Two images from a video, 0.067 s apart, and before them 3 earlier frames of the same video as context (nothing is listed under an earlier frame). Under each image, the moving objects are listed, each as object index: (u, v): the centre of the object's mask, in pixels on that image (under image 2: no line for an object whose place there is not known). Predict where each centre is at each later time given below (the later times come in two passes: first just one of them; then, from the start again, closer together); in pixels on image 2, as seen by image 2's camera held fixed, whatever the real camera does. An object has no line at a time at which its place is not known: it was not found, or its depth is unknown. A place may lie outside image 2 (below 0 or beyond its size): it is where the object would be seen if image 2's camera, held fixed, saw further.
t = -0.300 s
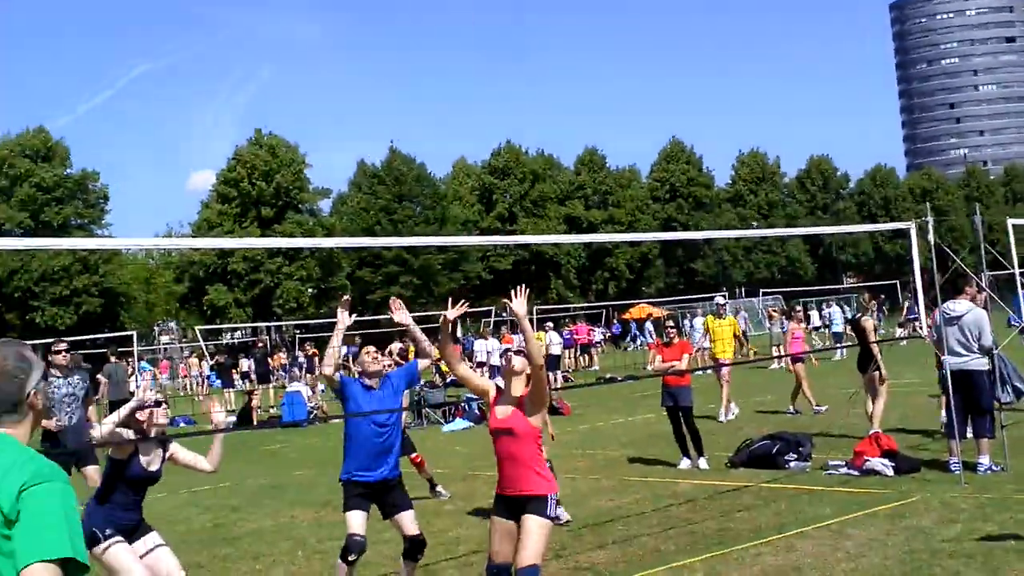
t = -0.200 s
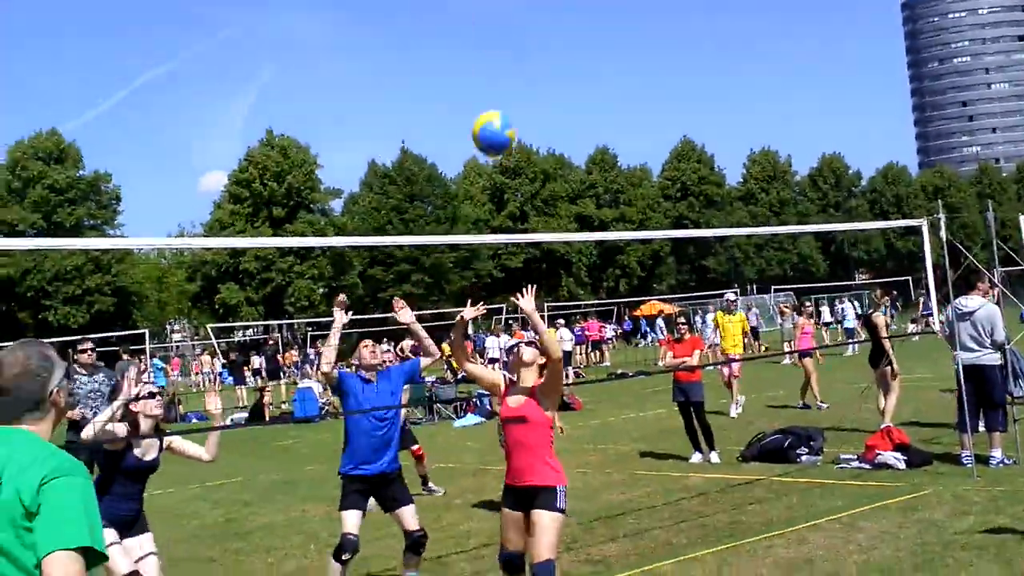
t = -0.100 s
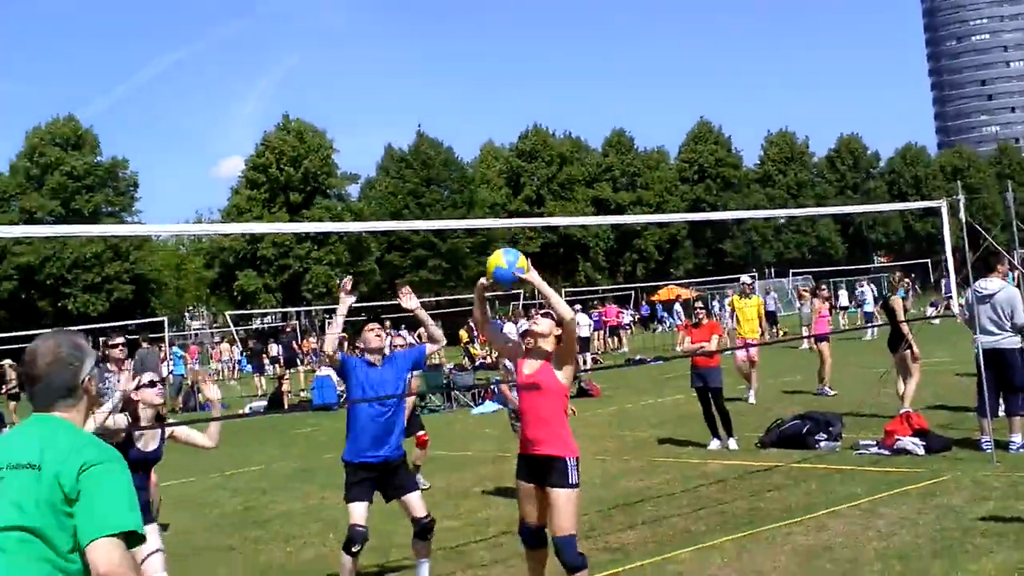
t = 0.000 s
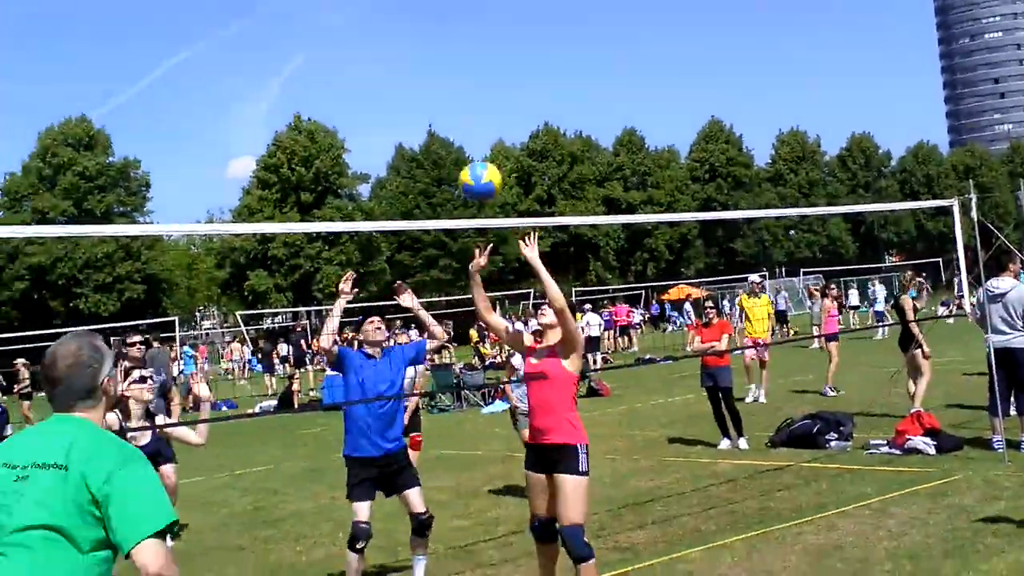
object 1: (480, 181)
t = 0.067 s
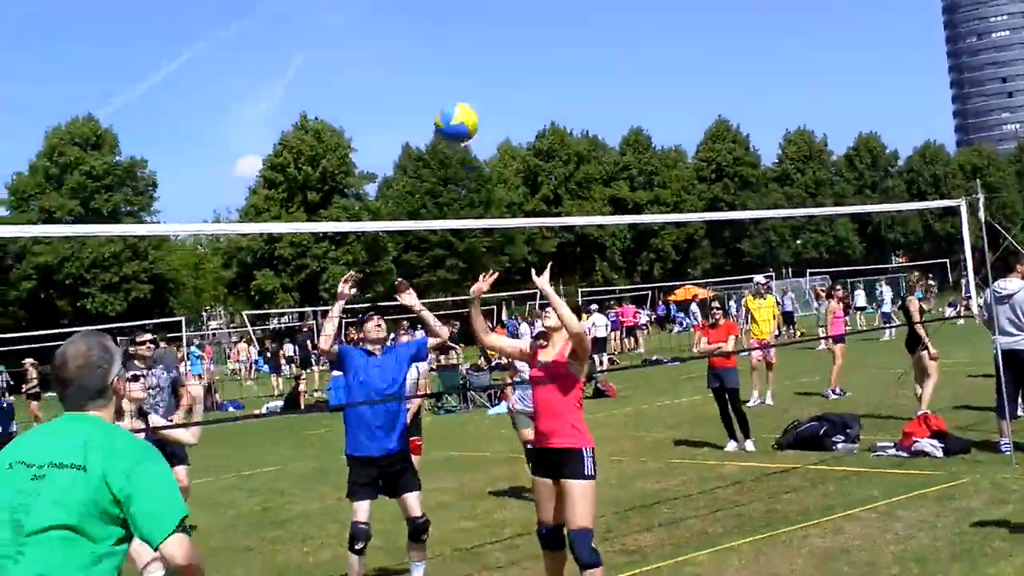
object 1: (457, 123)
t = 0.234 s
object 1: (355, 3)
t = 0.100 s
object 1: (435, 93)
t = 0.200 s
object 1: (376, 26)
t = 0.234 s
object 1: (355, 3)
